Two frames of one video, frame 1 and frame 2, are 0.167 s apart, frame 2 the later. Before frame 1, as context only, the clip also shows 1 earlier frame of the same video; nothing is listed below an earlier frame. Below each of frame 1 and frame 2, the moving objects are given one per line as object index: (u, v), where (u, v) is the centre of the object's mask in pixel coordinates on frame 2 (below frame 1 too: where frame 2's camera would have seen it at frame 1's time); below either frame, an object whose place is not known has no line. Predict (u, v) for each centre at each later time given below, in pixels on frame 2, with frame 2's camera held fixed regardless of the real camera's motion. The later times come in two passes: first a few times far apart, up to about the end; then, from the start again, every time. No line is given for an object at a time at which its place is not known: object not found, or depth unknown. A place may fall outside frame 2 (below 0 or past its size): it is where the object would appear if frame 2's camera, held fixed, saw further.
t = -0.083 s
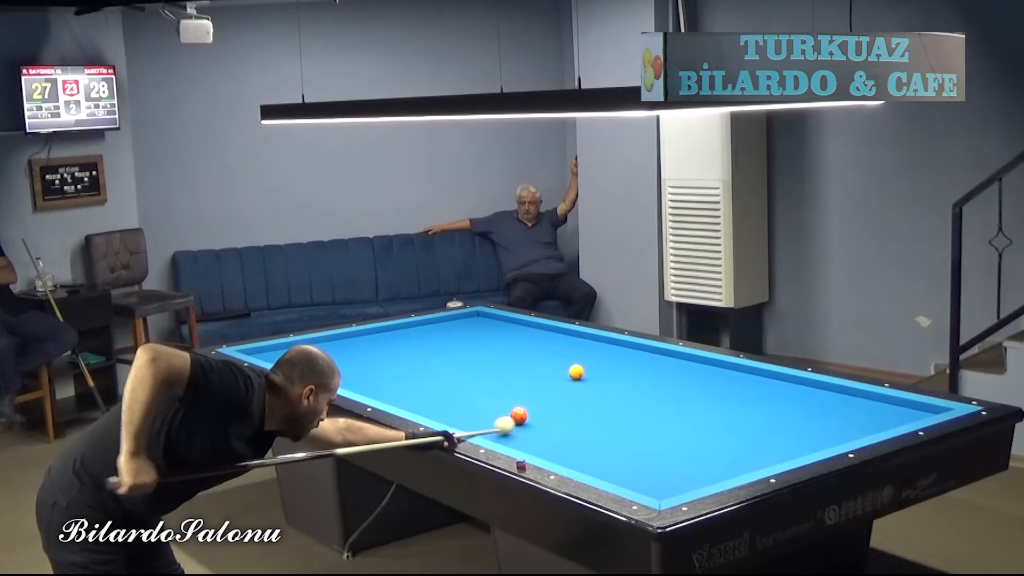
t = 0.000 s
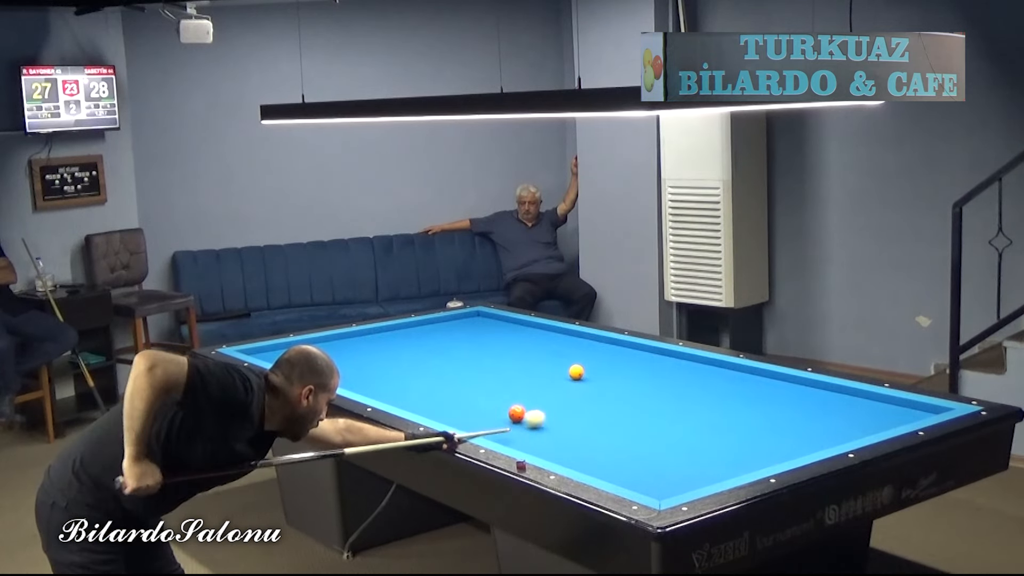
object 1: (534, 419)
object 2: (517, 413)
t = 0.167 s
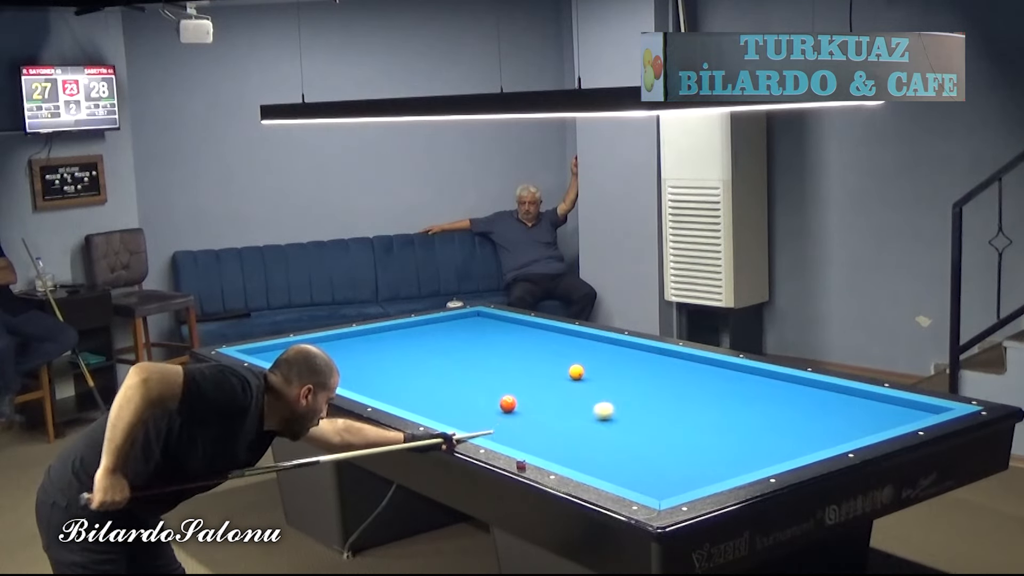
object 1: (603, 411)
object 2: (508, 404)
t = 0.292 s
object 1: (648, 405)
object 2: (503, 399)
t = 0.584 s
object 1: (746, 393)
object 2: (493, 388)
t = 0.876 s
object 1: (822, 390)
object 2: (483, 376)
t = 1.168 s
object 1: (827, 412)
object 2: (474, 367)
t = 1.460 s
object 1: (834, 434)
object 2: (466, 358)
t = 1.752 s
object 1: (793, 447)
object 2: (459, 350)
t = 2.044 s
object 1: (728, 451)
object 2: (453, 343)
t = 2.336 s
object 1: (660, 455)
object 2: (446, 336)
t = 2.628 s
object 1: (592, 460)
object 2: (441, 330)
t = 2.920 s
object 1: (558, 455)
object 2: (436, 324)
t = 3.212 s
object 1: (560, 442)
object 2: (435, 320)
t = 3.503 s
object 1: (562, 429)
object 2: (450, 321)
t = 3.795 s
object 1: (565, 417)
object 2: (465, 322)
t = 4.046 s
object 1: (567, 408)
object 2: (479, 322)
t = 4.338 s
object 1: (568, 398)
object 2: (492, 323)
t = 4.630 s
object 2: (506, 324)
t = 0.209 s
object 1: (618, 409)
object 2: (506, 402)
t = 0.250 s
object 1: (633, 407)
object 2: (505, 400)
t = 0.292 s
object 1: (648, 405)
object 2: (503, 399)
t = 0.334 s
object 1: (662, 404)
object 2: (501, 397)
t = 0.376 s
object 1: (677, 402)
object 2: (500, 395)
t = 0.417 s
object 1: (691, 400)
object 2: (498, 394)
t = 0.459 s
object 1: (705, 399)
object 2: (497, 392)
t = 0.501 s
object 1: (719, 397)
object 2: (496, 391)
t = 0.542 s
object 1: (733, 395)
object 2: (494, 389)
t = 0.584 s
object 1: (746, 393)
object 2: (493, 388)
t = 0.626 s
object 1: (767, 391)
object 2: (491, 385)
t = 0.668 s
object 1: (780, 389)
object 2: (489, 384)
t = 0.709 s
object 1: (794, 388)
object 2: (488, 382)
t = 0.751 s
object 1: (807, 386)
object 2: (487, 381)
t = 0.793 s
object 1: (820, 385)
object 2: (485, 380)
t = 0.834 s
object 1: (823, 387)
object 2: (484, 378)
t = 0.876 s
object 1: (822, 390)
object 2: (483, 376)
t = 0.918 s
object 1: (822, 393)
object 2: (482, 375)
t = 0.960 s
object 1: (822, 396)
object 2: (480, 374)
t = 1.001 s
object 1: (823, 399)
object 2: (479, 373)
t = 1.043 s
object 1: (824, 402)
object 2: (478, 371)
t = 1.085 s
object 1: (825, 406)
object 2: (476, 369)
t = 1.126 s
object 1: (826, 409)
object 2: (475, 368)
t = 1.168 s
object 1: (827, 412)
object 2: (474, 367)
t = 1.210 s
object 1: (828, 415)
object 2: (473, 366)
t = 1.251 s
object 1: (829, 418)
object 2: (472, 364)
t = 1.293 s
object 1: (830, 421)
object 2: (471, 363)
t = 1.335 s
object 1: (831, 424)
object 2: (470, 362)
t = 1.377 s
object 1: (832, 427)
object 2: (469, 361)
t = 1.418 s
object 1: (833, 431)
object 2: (467, 360)
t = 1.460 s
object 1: (834, 434)
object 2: (466, 358)
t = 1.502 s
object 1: (835, 437)
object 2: (465, 357)
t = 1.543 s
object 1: (835, 439)
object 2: (464, 356)
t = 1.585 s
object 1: (831, 441)
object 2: (463, 354)
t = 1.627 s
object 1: (821, 443)
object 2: (462, 353)
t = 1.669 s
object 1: (811, 444)
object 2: (461, 352)
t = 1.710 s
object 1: (802, 446)
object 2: (460, 351)
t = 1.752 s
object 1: (793, 447)
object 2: (459, 350)
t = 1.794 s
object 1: (784, 447)
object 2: (458, 349)
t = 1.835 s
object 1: (775, 448)
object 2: (457, 348)
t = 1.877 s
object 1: (765, 448)
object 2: (456, 347)
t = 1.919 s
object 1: (756, 449)
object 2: (455, 346)
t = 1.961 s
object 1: (747, 449)
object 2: (455, 345)
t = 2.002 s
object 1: (738, 450)
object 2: (454, 344)
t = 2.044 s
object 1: (728, 451)
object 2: (453, 343)
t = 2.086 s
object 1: (715, 452)
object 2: (452, 342)
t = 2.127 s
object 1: (705, 452)
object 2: (450, 341)
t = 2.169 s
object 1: (696, 453)
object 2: (450, 340)
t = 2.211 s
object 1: (687, 454)
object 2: (449, 339)
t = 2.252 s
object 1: (678, 454)
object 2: (448, 338)
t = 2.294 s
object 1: (669, 455)
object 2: (447, 337)
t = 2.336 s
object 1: (660, 455)
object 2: (446, 336)
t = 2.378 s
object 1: (651, 456)
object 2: (446, 335)
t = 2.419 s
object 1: (641, 457)
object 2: (445, 334)
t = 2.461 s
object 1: (633, 457)
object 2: (444, 334)
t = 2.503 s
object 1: (623, 458)
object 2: (443, 333)
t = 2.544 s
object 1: (610, 459)
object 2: (442, 331)
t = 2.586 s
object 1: (601, 459)
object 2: (441, 330)
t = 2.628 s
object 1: (592, 460)
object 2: (441, 330)
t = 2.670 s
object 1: (583, 461)
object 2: (440, 329)
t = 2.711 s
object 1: (574, 460)
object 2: (439, 328)
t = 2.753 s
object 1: (566, 459)
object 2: (439, 327)
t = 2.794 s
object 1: (557, 458)
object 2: (438, 326)
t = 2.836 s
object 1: (557, 457)
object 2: (437, 326)
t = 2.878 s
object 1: (558, 456)
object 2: (436, 325)
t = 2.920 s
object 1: (558, 455)
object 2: (436, 324)
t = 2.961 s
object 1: (559, 453)
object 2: (435, 323)
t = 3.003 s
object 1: (559, 452)
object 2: (434, 323)
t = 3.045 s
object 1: (559, 449)
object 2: (433, 321)
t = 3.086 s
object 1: (559, 447)
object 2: (433, 321)
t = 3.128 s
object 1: (560, 445)
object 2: (432, 320)
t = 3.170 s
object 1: (560, 444)
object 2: (433, 320)
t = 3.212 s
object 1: (560, 442)
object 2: (435, 320)
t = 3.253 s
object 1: (561, 440)
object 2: (438, 320)
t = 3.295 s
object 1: (561, 438)
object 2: (440, 320)
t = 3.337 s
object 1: (561, 436)
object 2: (442, 320)
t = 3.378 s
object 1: (561, 434)
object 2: (444, 320)
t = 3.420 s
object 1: (562, 433)
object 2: (446, 321)
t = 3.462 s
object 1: (562, 431)
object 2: (448, 321)
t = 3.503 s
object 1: (562, 429)
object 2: (450, 321)
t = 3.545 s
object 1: (563, 427)
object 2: (453, 321)
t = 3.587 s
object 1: (563, 425)
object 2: (455, 321)
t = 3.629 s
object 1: (563, 423)
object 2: (458, 321)
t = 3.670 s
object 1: (564, 422)
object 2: (459, 321)
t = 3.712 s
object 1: (564, 420)
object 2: (462, 321)
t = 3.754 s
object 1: (565, 419)
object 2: (464, 322)
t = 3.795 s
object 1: (565, 417)
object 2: (465, 322)
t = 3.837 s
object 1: (565, 415)
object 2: (468, 322)
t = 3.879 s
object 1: (565, 414)
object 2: (470, 322)
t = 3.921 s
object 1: (566, 412)
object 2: (472, 322)
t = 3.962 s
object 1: (566, 411)
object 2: (473, 322)
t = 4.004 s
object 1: (566, 410)
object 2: (476, 322)
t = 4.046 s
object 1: (567, 408)
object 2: (479, 322)
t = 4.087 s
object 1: (567, 406)
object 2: (480, 323)
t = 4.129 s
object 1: (567, 405)
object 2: (483, 322)
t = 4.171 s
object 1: (567, 403)
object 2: (485, 323)
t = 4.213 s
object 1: (567, 402)
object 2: (486, 323)
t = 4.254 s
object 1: (568, 401)
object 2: (488, 323)
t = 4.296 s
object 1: (568, 400)
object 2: (490, 323)
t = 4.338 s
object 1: (568, 398)
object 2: (492, 323)
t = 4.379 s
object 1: (569, 397)
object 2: (494, 323)
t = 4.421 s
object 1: (569, 396)
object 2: (496, 323)
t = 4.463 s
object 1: (569, 395)
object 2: (498, 323)
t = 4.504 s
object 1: (569, 393)
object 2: (501, 324)
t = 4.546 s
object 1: (569, 392)
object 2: (503, 324)
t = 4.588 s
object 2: (505, 324)
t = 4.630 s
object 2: (506, 324)
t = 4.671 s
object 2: (509, 324)
